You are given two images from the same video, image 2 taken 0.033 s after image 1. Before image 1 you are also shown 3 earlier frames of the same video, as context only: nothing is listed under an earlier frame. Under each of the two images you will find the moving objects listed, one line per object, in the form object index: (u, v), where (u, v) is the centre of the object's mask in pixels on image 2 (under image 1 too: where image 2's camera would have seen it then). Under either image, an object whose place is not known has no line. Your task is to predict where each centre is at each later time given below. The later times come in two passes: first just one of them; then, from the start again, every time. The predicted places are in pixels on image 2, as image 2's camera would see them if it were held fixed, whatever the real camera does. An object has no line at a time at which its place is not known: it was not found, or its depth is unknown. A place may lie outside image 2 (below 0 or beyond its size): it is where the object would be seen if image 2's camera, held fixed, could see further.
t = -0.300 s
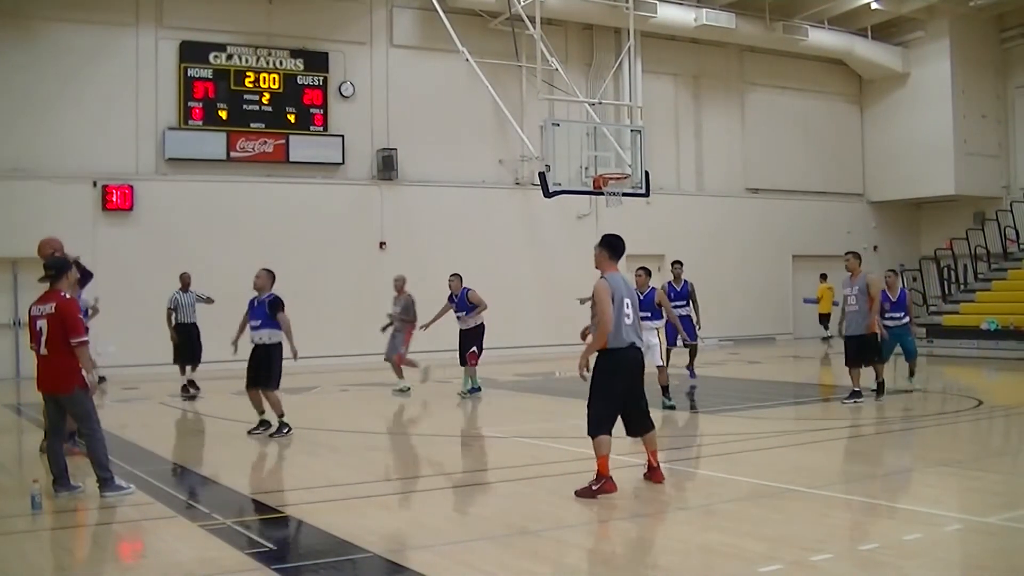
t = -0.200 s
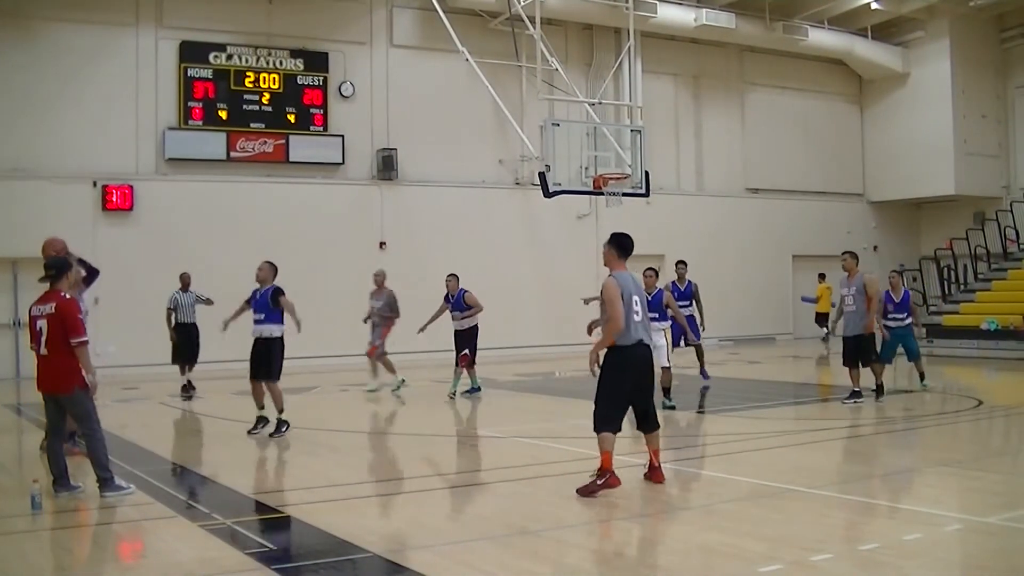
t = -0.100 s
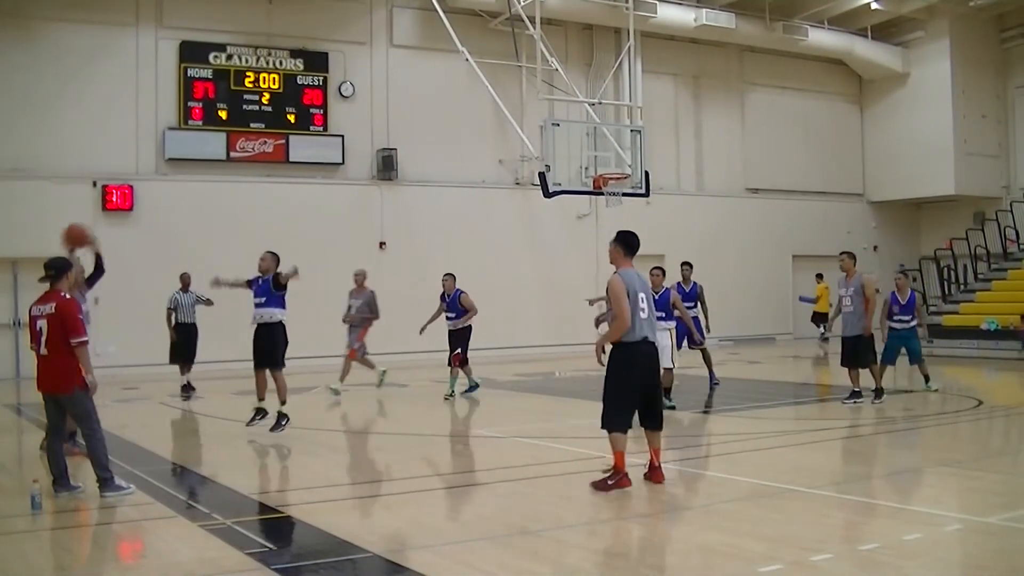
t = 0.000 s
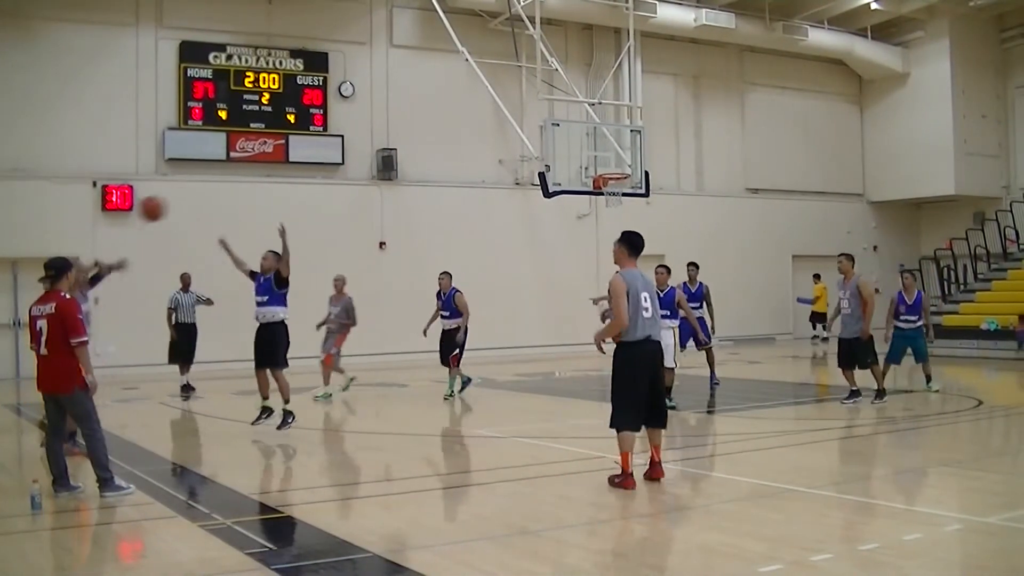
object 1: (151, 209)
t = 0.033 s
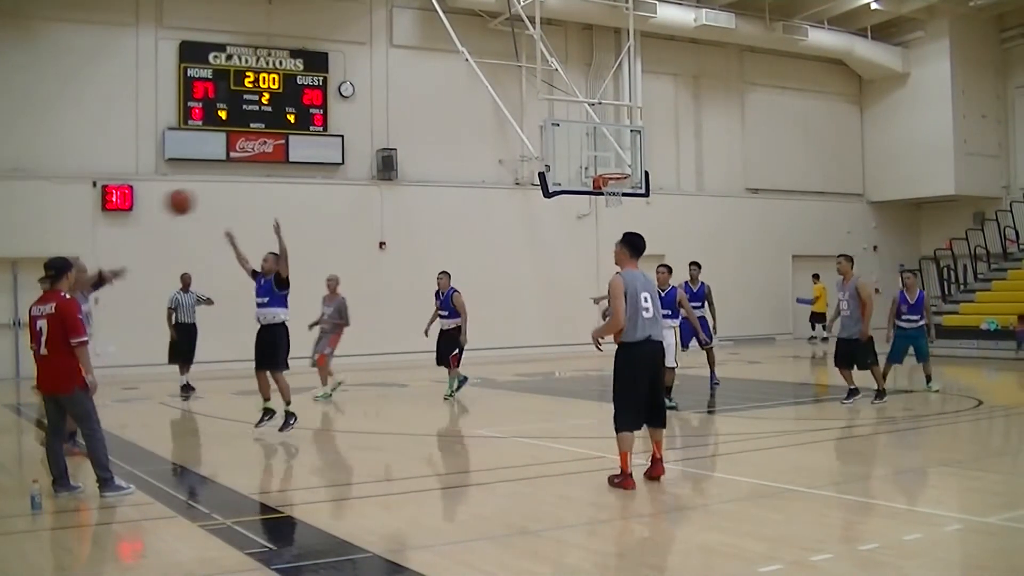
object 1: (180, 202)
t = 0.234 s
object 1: (363, 190)
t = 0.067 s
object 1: (208, 197)
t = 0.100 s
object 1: (237, 193)
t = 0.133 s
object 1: (267, 191)
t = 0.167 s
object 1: (298, 190)
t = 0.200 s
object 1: (330, 189)
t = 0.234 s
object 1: (363, 190)
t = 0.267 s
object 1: (396, 193)
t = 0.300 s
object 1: (431, 197)
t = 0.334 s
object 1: (465, 202)
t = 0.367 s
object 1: (501, 209)
